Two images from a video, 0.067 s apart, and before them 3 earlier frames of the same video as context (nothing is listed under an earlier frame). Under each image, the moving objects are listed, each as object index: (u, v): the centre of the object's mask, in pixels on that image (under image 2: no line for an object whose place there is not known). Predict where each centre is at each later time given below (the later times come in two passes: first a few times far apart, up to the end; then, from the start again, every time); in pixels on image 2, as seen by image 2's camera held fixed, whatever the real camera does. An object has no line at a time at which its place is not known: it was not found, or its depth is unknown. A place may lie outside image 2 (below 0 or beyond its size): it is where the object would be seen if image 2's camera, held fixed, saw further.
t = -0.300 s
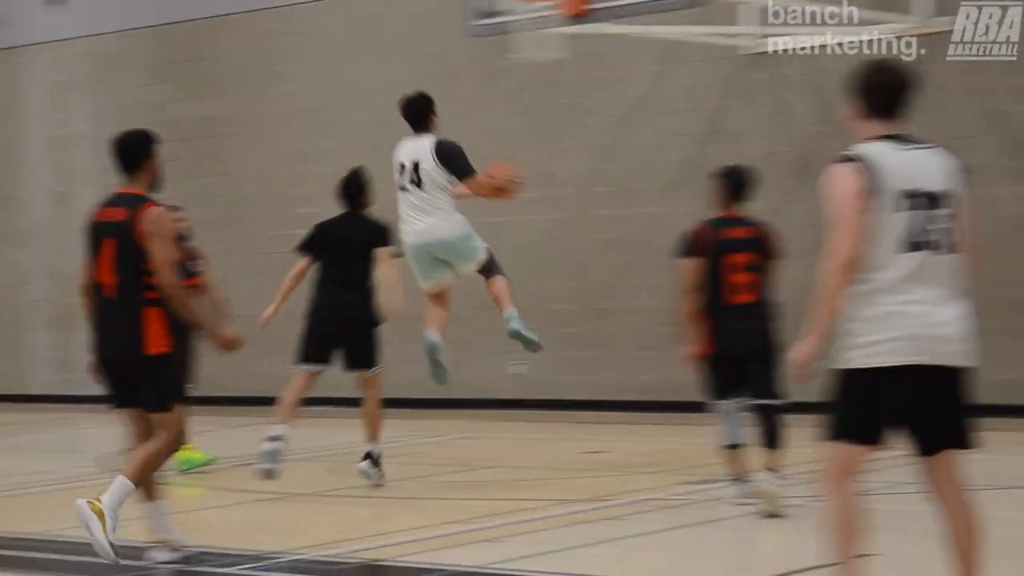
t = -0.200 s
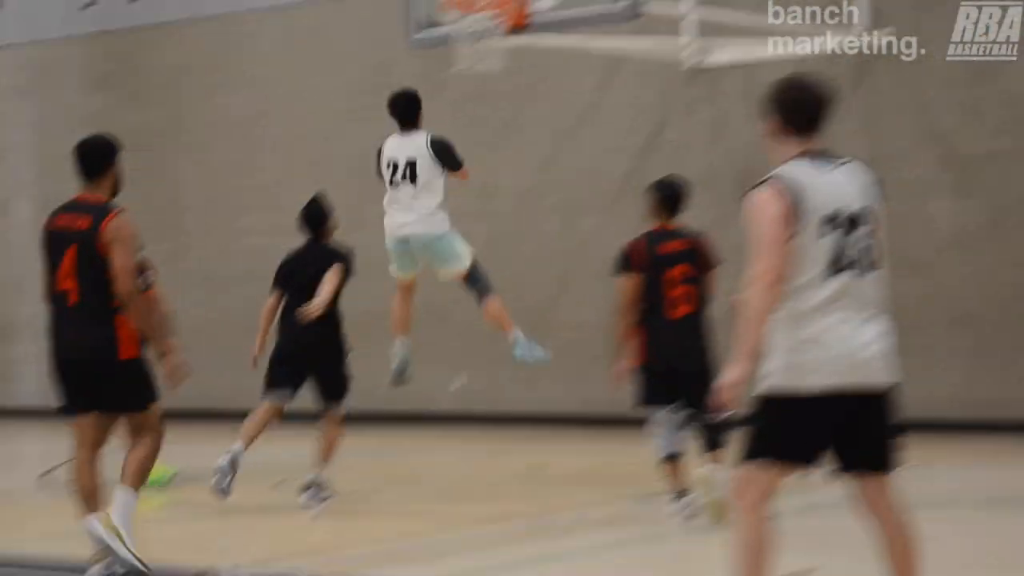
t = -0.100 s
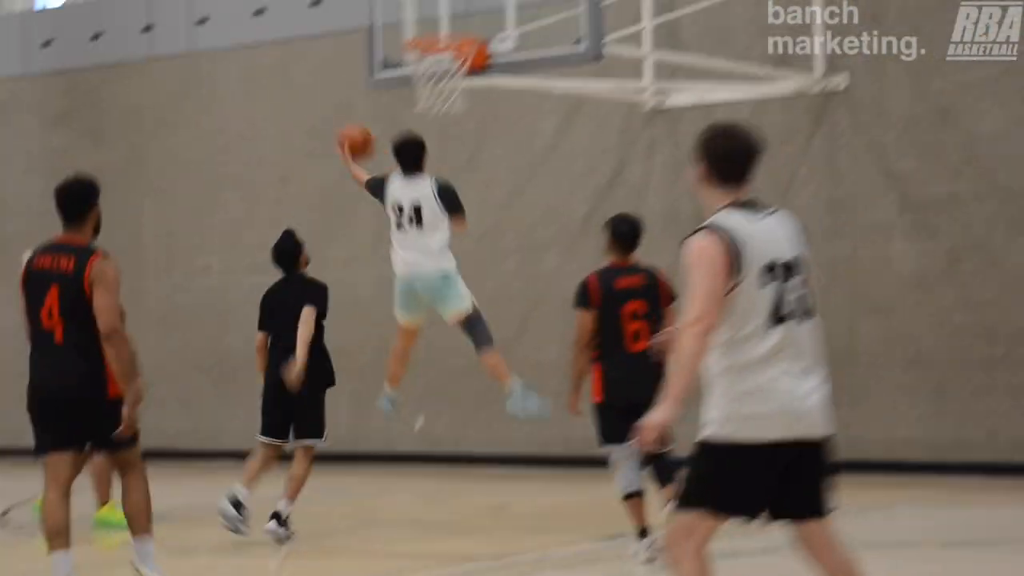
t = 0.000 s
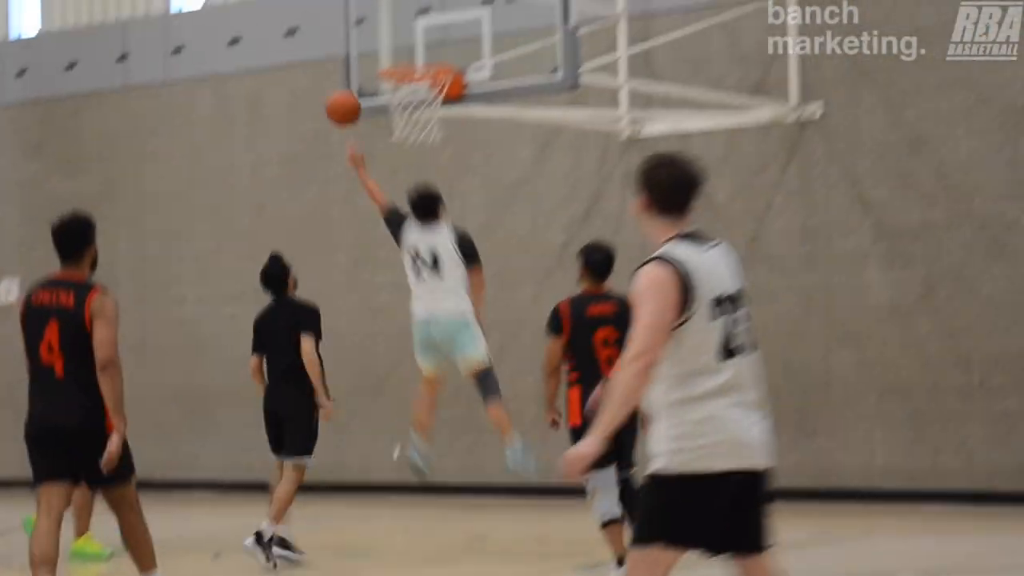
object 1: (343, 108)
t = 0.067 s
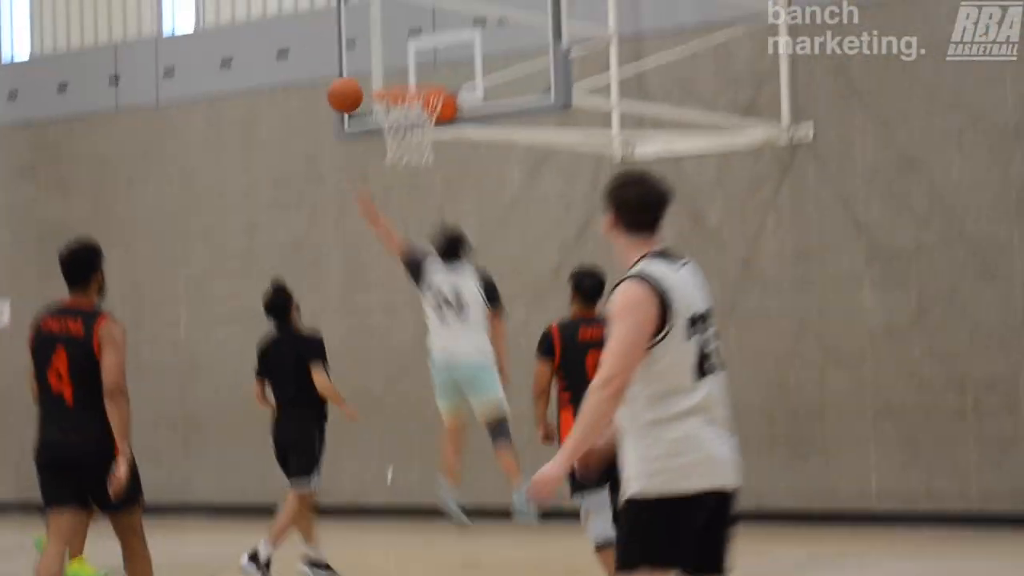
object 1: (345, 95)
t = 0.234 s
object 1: (369, 37)
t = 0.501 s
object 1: (398, 30)
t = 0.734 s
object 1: (410, 64)
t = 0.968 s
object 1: (393, 77)
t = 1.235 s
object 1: (407, 71)
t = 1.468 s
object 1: (422, 143)
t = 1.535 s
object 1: (424, 177)
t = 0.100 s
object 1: (350, 80)
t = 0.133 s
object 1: (354, 67)
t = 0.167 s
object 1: (359, 55)
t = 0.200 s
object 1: (364, 45)
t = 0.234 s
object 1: (369, 37)
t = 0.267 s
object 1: (373, 30)
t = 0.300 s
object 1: (376, 25)
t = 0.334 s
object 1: (380, 22)
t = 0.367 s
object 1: (383, 21)
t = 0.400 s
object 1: (387, 20)
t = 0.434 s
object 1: (391, 21)
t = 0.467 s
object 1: (394, 25)
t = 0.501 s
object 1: (398, 30)
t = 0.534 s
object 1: (401, 37)
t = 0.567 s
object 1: (405, 45)
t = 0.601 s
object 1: (409, 56)
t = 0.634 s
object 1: (414, 67)
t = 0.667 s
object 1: (415, 73)
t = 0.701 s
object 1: (413, 69)
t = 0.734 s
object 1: (410, 64)
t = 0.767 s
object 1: (407, 62)
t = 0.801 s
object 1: (405, 61)
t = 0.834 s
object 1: (402, 62)
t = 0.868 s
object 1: (400, 64)
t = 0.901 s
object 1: (398, 68)
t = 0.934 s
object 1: (395, 73)
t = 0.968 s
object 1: (393, 77)
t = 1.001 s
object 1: (393, 75)
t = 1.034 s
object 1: (395, 71)
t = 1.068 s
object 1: (397, 67)
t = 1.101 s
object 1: (399, 65)
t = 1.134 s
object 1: (400, 64)
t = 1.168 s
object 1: (402, 65)
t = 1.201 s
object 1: (404, 68)
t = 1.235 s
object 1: (407, 71)
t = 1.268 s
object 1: (409, 75)
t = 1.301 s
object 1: (410, 79)
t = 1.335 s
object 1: (413, 84)
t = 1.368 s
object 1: (411, 112)
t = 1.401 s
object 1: (414, 120)
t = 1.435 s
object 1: (420, 132)
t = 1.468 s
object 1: (422, 143)
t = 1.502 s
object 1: (423, 160)
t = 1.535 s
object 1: (424, 177)
